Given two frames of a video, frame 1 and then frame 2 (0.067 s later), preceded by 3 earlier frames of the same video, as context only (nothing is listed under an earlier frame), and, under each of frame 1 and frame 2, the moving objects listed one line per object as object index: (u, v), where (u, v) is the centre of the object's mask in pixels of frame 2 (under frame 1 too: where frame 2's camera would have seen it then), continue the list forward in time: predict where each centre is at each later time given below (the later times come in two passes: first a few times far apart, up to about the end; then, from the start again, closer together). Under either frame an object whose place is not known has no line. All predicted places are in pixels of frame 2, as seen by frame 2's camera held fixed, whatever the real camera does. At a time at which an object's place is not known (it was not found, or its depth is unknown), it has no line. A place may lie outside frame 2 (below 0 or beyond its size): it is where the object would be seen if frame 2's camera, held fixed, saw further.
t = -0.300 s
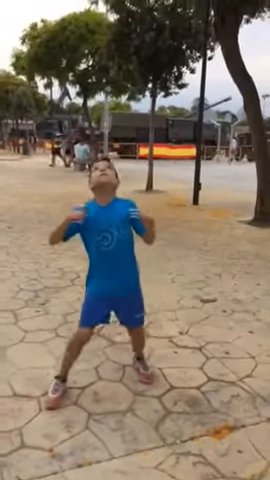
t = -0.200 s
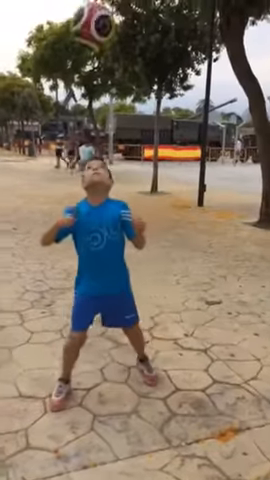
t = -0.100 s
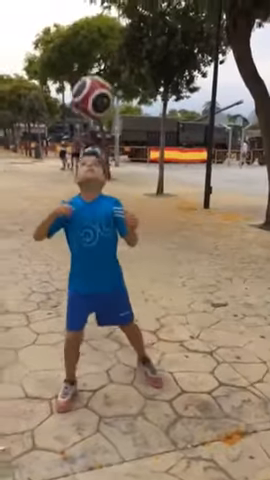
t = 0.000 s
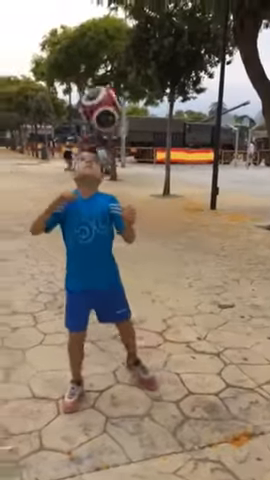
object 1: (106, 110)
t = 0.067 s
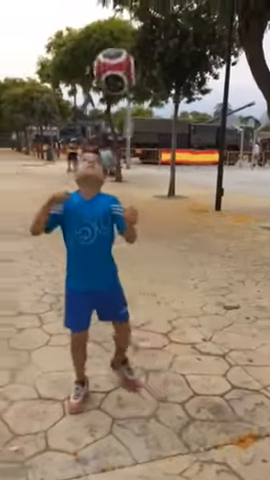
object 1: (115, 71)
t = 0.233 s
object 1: (139, 11)
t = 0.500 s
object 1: (174, 38)
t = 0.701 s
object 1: (194, 164)
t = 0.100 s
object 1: (119, 55)
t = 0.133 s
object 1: (124, 39)
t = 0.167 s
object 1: (129, 27)
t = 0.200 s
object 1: (134, 17)
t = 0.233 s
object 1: (139, 11)
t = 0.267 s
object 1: (144, 7)
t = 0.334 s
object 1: (151, 5)
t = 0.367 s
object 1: (157, 6)
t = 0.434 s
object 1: (165, 15)
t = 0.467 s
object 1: (170, 24)
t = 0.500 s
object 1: (174, 38)
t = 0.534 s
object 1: (178, 53)
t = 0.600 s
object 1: (187, 89)
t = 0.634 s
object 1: (190, 111)
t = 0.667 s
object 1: (194, 136)
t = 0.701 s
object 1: (194, 164)
